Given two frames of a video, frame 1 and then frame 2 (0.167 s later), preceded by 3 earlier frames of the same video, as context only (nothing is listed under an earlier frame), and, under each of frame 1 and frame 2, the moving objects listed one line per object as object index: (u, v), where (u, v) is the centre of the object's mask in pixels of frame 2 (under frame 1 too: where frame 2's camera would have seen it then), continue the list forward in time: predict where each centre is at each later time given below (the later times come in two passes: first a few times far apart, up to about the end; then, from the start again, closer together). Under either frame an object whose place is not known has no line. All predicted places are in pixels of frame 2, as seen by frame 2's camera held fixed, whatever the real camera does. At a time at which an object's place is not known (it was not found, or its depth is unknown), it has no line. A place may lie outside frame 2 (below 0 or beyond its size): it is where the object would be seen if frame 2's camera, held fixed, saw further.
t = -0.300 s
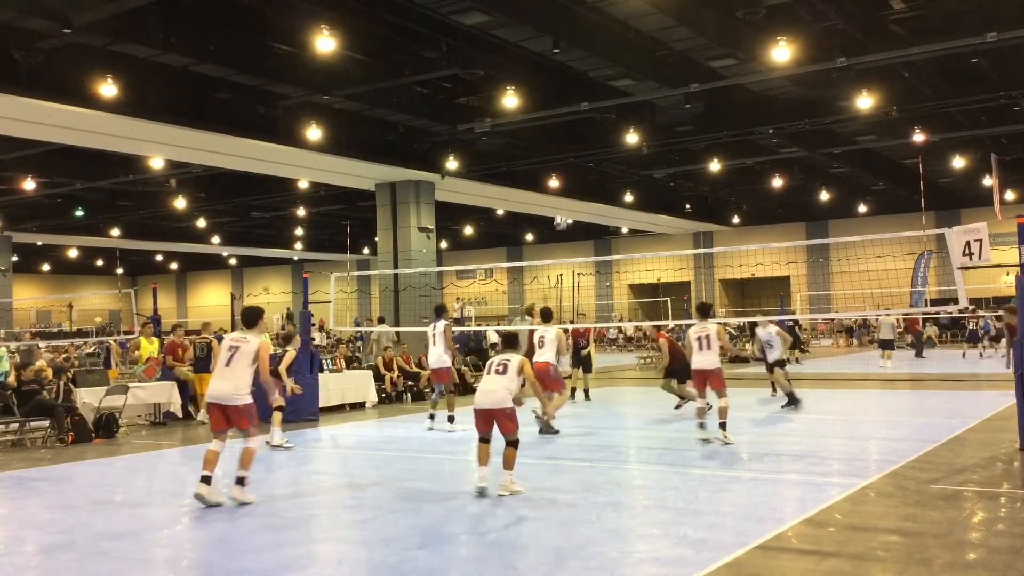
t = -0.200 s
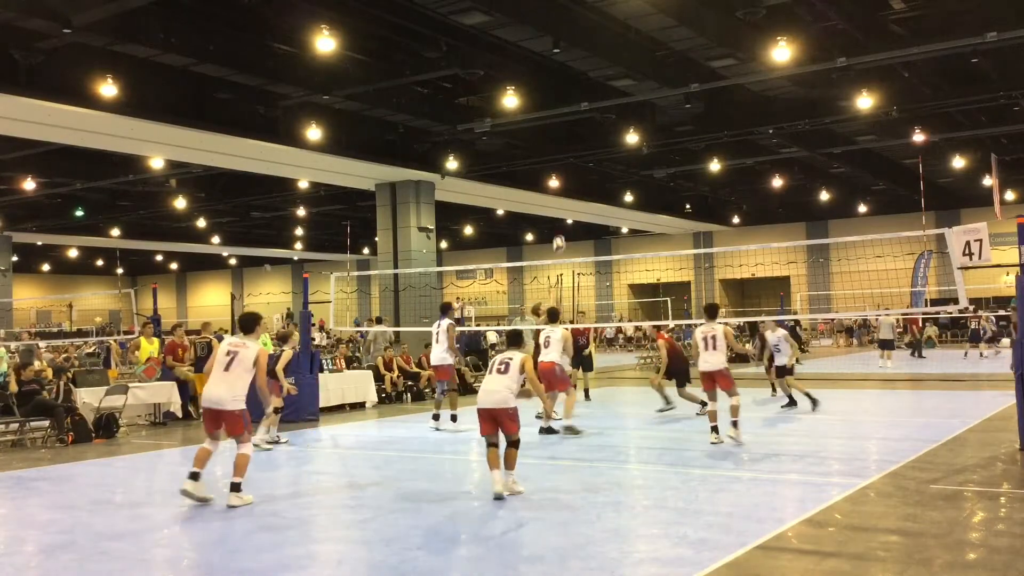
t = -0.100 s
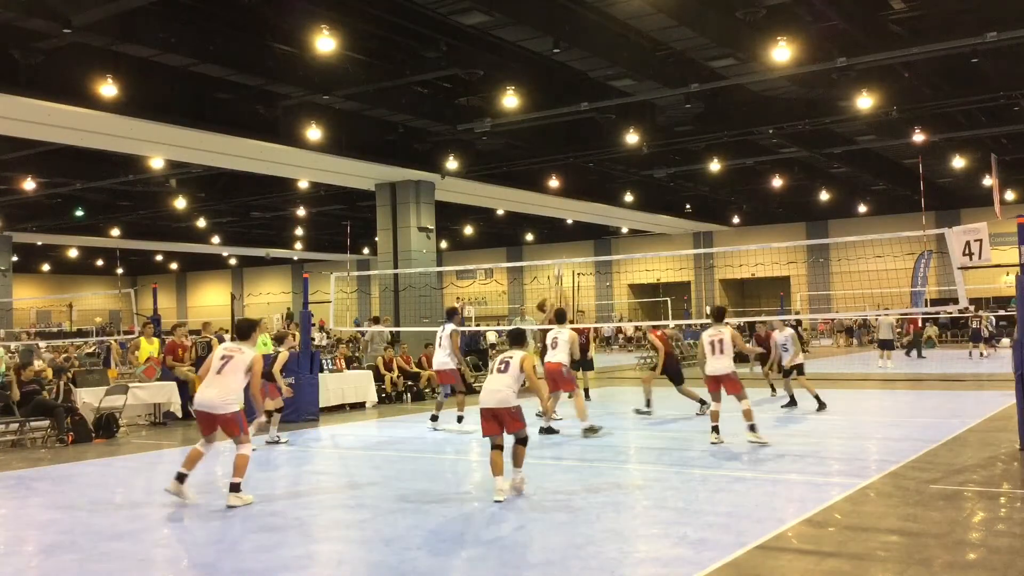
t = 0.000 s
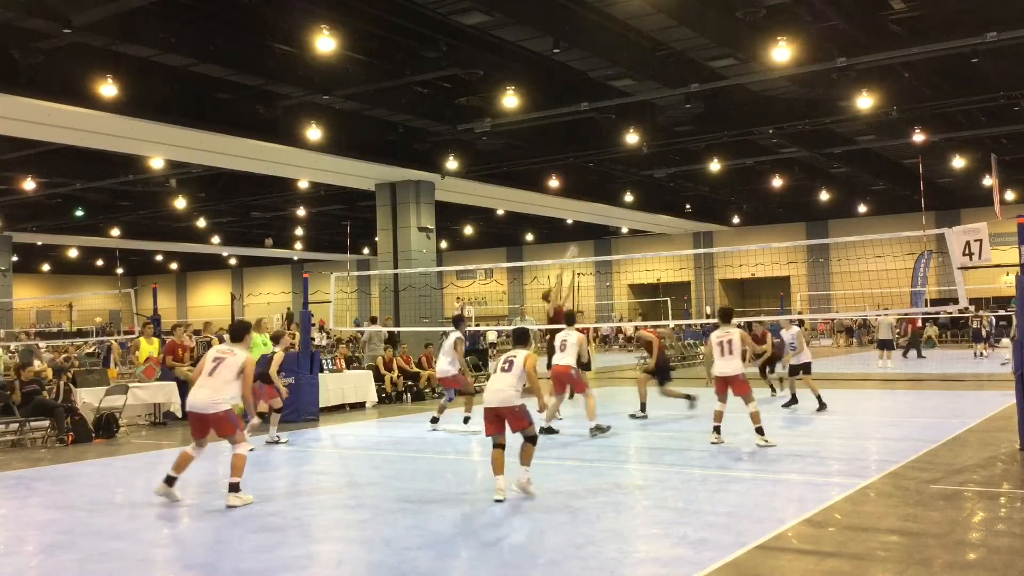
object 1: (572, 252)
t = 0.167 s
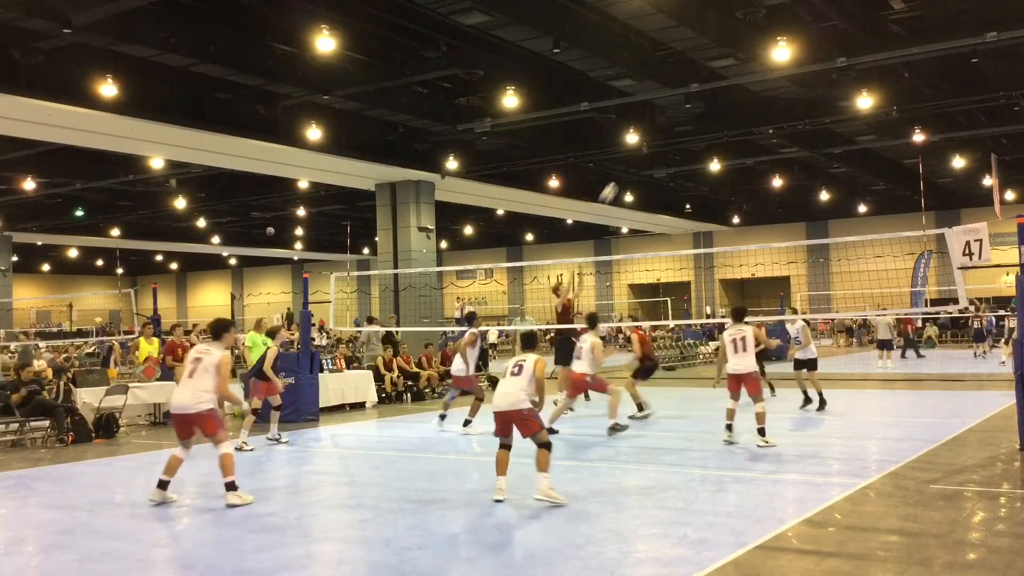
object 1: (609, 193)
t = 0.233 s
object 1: (625, 172)
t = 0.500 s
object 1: (688, 116)
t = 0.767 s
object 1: (754, 104)
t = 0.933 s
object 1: (798, 122)
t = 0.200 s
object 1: (617, 181)
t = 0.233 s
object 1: (625, 172)
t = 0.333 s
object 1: (648, 146)
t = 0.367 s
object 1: (656, 138)
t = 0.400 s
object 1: (664, 132)
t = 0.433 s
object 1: (672, 126)
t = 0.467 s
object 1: (680, 121)
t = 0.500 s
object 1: (688, 116)
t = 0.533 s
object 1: (695, 112)
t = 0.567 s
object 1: (704, 109)
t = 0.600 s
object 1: (712, 106)
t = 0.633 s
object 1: (720, 104)
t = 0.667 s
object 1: (728, 103)
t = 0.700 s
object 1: (737, 103)
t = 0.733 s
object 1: (745, 103)
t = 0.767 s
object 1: (754, 104)
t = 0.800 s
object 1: (762, 106)
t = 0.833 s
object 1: (771, 109)
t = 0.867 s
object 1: (780, 112)
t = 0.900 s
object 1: (789, 117)
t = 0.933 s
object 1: (798, 122)
